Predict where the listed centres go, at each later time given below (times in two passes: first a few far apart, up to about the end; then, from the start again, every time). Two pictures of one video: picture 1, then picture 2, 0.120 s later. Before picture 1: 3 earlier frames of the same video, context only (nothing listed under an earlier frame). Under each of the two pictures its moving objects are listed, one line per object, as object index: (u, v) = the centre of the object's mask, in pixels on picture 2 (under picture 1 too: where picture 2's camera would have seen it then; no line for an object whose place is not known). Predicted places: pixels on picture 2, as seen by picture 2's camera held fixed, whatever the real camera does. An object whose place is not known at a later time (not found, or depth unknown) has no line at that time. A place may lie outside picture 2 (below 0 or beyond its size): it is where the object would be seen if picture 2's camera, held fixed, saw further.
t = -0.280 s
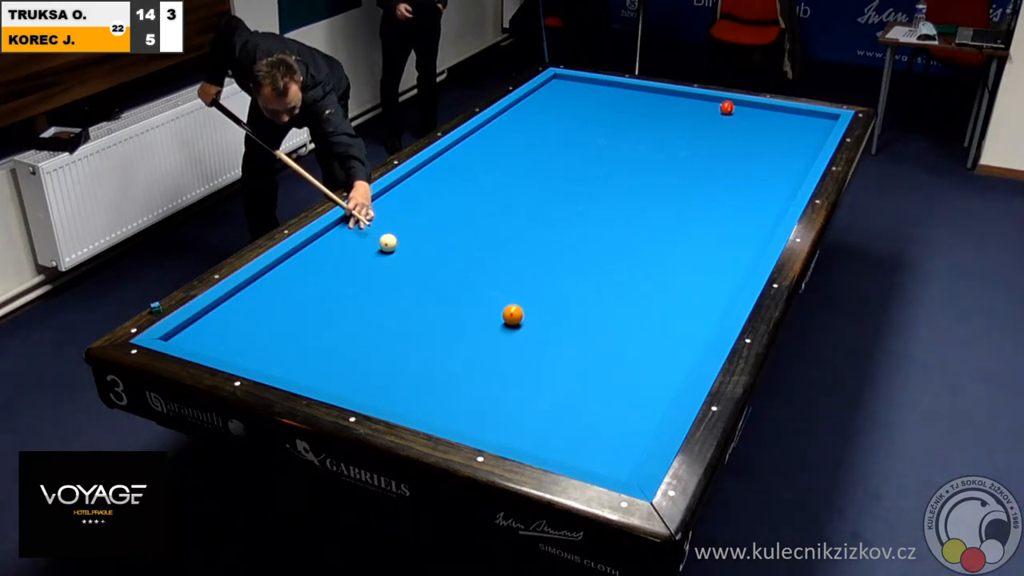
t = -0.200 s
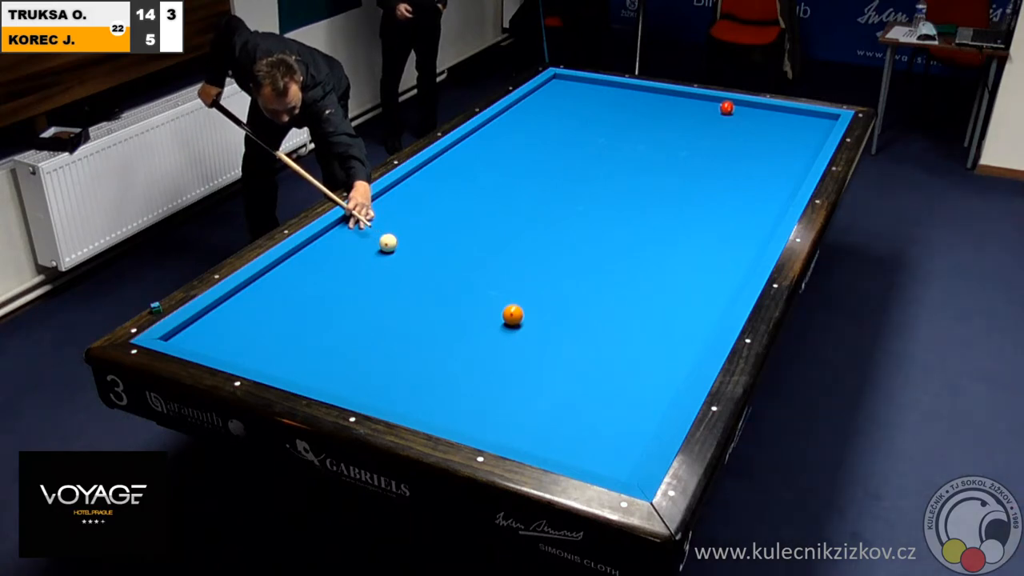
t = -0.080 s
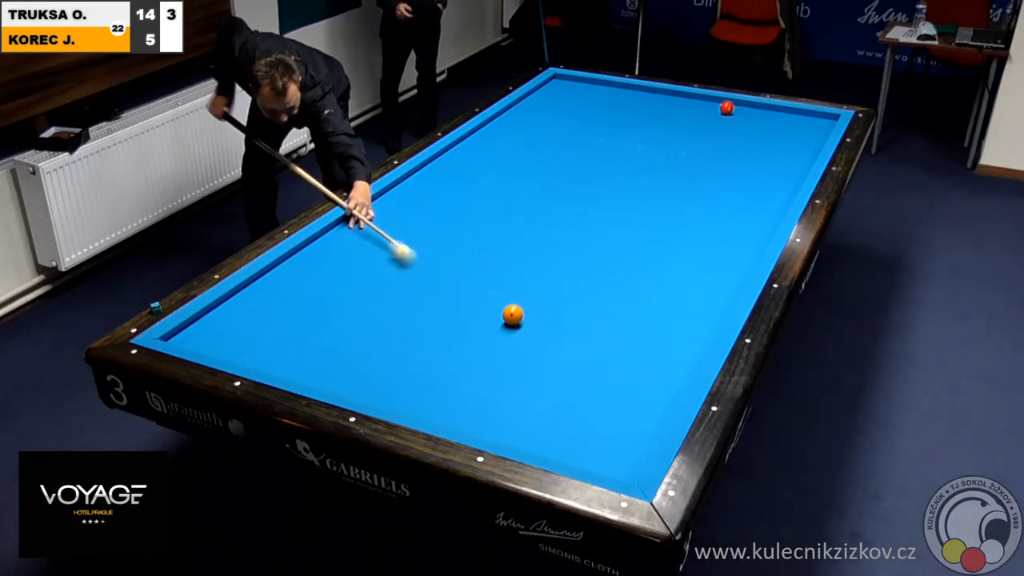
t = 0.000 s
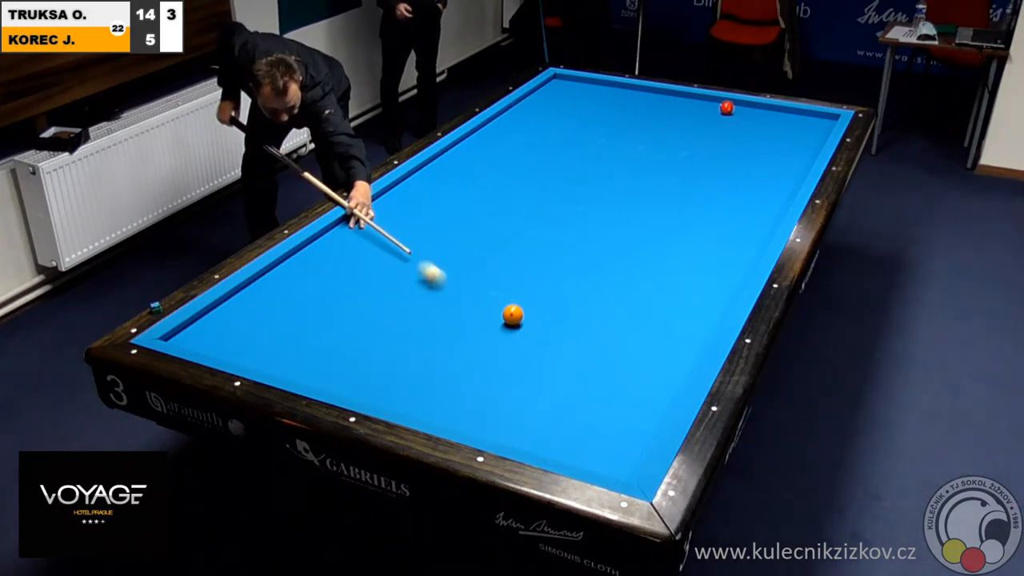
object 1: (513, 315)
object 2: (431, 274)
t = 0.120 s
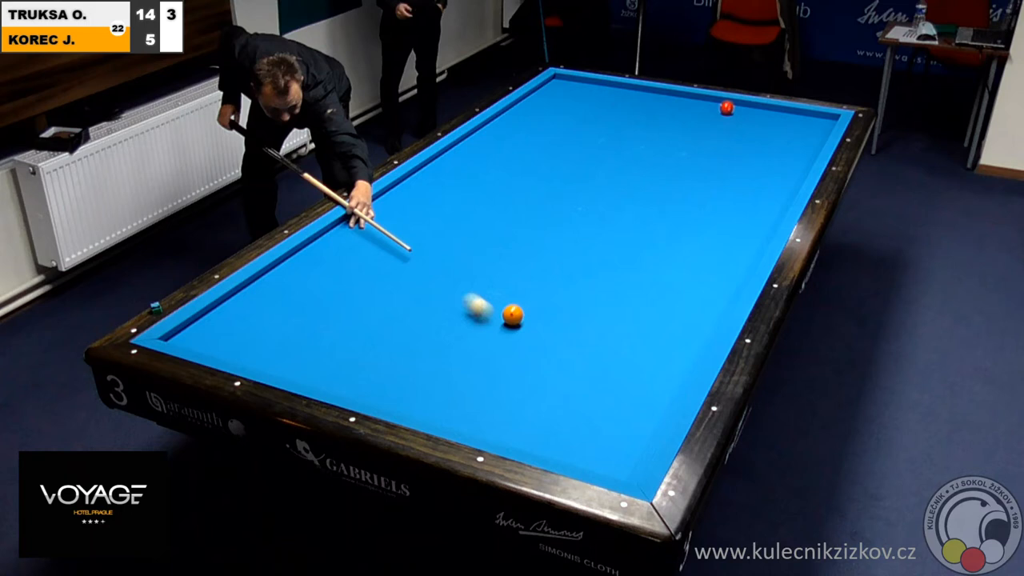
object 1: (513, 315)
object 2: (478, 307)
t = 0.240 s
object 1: (531, 313)
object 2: (504, 340)
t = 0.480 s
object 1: (573, 310)
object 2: (558, 420)
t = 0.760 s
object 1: (620, 307)
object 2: (616, 428)
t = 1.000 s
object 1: (659, 305)
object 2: (576, 371)
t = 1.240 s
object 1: (697, 302)
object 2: (544, 324)
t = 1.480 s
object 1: (727, 299)
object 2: (518, 284)
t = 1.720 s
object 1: (713, 289)
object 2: (495, 249)
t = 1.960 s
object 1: (701, 281)
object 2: (475, 220)
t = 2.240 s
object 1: (688, 272)
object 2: (455, 189)
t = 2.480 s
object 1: (678, 265)
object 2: (440, 167)
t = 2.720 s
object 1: (669, 258)
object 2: (458, 156)
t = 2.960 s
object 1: (660, 251)
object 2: (488, 150)
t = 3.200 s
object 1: (652, 246)
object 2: (516, 144)
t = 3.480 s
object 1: (643, 239)
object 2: (547, 137)
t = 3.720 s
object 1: (636, 235)
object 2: (573, 132)
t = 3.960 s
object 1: (630, 230)
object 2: (597, 128)
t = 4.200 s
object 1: (624, 226)
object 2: (620, 123)
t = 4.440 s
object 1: (618, 222)
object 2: (642, 118)
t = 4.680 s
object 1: (613, 218)
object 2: (663, 114)
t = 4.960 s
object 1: (608, 215)
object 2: (686, 109)
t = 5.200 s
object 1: (604, 212)
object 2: (705, 106)
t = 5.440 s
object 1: (601, 209)
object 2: (722, 100)
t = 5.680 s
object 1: (597, 207)
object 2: (735, 102)
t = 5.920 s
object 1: (594, 205)
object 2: (740, 107)
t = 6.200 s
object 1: (592, 203)
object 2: (746, 112)
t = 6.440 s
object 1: (590, 202)
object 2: (752, 116)
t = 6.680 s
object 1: (588, 201)
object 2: (757, 120)
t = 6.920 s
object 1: (587, 200)
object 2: (763, 124)
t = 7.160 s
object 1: (587, 199)
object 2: (768, 127)
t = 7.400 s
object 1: (586, 199)
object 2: (773, 131)
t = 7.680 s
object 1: (586, 198)
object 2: (778, 135)
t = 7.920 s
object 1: (586, 199)
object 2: (782, 138)
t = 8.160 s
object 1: (586, 199)
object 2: (787, 141)
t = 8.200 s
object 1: (586, 199)
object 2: (787, 141)
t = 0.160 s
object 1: (514, 314)
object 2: (491, 318)
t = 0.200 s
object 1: (523, 314)
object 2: (498, 329)
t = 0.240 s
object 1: (531, 313)
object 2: (504, 340)
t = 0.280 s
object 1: (539, 313)
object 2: (512, 352)
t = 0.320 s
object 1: (546, 312)
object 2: (521, 364)
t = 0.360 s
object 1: (553, 312)
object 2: (529, 377)
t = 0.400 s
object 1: (560, 311)
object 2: (538, 391)
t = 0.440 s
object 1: (567, 311)
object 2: (548, 405)
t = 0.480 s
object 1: (573, 310)
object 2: (558, 420)
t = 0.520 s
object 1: (580, 310)
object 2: (568, 434)
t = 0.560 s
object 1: (587, 310)
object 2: (579, 451)
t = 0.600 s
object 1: (594, 309)
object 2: (596, 460)
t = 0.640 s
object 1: (600, 309)
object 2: (620, 462)
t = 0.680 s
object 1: (607, 308)
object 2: (636, 456)
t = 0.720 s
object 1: (614, 308)
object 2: (626, 441)
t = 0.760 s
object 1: (620, 307)
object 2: (616, 428)
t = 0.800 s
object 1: (627, 307)
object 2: (607, 417)
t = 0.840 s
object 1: (633, 307)
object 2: (600, 407)
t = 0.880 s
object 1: (640, 306)
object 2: (593, 397)
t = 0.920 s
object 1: (646, 305)
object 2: (587, 388)
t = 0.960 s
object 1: (653, 305)
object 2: (581, 379)
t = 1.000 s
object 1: (659, 305)
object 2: (576, 371)
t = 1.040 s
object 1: (665, 304)
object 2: (570, 362)
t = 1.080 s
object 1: (672, 304)
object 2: (564, 354)
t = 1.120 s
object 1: (678, 304)
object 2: (559, 346)
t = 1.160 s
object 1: (684, 303)
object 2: (554, 339)
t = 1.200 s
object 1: (690, 303)
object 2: (549, 331)
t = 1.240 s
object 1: (697, 302)
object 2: (544, 324)
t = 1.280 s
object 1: (702, 302)
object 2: (540, 317)
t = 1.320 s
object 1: (709, 301)
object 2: (535, 310)
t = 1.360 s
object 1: (715, 301)
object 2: (531, 303)
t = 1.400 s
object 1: (721, 301)
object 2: (526, 297)
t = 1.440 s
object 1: (727, 300)
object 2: (522, 290)
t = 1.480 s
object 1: (727, 299)
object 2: (518, 284)
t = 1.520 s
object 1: (724, 297)
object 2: (514, 278)
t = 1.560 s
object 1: (722, 296)
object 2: (510, 272)
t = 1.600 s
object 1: (720, 294)
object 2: (506, 266)
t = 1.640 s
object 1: (718, 292)
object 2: (502, 260)
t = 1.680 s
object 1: (715, 291)
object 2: (498, 255)
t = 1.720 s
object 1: (713, 289)
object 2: (495, 249)
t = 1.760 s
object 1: (711, 288)
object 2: (491, 244)
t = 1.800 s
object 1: (709, 287)
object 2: (488, 239)
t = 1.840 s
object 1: (707, 285)
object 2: (484, 234)
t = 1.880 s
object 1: (705, 284)
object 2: (481, 229)
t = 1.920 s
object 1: (703, 282)
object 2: (478, 224)
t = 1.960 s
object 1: (701, 281)
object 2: (475, 220)
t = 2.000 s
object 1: (699, 279)
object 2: (472, 215)
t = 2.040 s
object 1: (697, 278)
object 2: (469, 211)
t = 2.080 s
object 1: (696, 277)
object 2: (466, 206)
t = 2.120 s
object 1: (694, 275)
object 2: (463, 202)
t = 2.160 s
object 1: (692, 274)
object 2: (460, 197)
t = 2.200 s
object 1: (690, 273)
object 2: (458, 193)
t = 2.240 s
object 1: (688, 272)
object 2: (455, 189)
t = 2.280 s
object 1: (687, 270)
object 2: (452, 185)
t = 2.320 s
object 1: (685, 269)
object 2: (450, 181)
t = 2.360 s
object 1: (683, 268)
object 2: (447, 178)
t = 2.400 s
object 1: (682, 267)
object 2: (445, 174)
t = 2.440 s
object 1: (680, 266)
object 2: (442, 170)
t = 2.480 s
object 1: (678, 265)
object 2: (440, 167)
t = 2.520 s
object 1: (677, 263)
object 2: (438, 163)
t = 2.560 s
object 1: (675, 262)
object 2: (436, 160)
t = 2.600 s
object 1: (673, 261)
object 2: (441, 158)
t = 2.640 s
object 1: (672, 260)
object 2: (447, 158)
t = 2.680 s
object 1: (670, 259)
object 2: (453, 157)
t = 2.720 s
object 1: (669, 258)
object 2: (458, 156)
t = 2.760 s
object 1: (667, 257)
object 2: (463, 155)
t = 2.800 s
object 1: (666, 256)
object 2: (468, 154)
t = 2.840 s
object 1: (664, 254)
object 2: (473, 152)
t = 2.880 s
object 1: (663, 253)
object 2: (478, 151)
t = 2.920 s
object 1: (661, 252)
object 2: (483, 151)
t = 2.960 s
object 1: (660, 251)
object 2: (488, 150)
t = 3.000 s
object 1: (659, 250)
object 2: (493, 149)
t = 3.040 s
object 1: (657, 249)
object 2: (497, 148)
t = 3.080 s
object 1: (656, 248)
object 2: (502, 147)
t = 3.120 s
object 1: (654, 247)
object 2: (507, 146)
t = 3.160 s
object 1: (653, 247)
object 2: (512, 145)
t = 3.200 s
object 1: (652, 246)
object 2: (516, 144)
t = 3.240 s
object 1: (650, 245)
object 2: (521, 143)
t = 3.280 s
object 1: (649, 244)
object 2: (525, 142)
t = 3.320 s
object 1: (648, 243)
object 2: (530, 141)
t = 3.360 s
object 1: (646, 242)
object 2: (534, 140)
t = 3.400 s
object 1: (645, 241)
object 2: (539, 139)
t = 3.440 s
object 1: (644, 240)
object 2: (543, 138)
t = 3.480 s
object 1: (643, 239)
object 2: (547, 137)
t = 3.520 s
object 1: (641, 239)
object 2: (552, 137)
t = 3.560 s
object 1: (640, 238)
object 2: (556, 136)
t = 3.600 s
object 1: (639, 237)
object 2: (560, 135)
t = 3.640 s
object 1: (638, 236)
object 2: (564, 134)
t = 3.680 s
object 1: (637, 235)
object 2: (568, 133)
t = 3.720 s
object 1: (636, 235)
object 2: (573, 132)
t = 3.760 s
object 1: (635, 234)
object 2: (577, 132)
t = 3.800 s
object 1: (634, 233)
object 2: (581, 131)
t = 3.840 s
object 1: (633, 232)
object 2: (585, 130)
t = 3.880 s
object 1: (632, 231)
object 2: (589, 129)
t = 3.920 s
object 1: (631, 231)
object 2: (593, 128)
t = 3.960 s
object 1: (630, 230)
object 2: (597, 128)
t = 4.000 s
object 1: (629, 229)
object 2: (601, 127)
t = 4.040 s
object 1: (628, 229)
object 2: (605, 126)
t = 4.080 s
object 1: (627, 228)
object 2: (609, 125)
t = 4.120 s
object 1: (626, 227)
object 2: (613, 124)
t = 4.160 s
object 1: (625, 227)
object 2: (616, 124)
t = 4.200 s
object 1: (624, 226)
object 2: (620, 123)
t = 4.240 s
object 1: (623, 225)
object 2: (624, 122)
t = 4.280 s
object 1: (622, 224)
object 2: (627, 121)
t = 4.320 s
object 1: (621, 224)
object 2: (631, 120)
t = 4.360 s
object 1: (620, 223)
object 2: (635, 120)
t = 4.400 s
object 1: (619, 223)
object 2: (639, 119)
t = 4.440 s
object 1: (618, 222)
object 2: (642, 118)
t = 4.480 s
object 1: (617, 221)
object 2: (646, 117)
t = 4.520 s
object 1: (617, 221)
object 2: (649, 117)
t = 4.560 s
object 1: (616, 220)
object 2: (653, 116)
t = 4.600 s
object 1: (615, 219)
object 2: (656, 115)
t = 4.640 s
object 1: (614, 219)
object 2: (660, 115)
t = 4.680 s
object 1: (613, 218)
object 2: (663, 114)
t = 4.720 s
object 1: (613, 218)
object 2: (667, 113)
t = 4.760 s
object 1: (612, 217)
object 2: (670, 112)
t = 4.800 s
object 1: (611, 217)
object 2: (674, 112)
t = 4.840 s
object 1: (610, 216)
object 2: (677, 111)
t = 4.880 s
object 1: (610, 216)
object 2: (680, 110)
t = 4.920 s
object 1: (609, 215)
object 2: (683, 110)
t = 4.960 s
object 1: (608, 215)
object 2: (686, 109)
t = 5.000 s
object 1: (607, 214)
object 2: (690, 109)
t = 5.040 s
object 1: (607, 214)
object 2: (693, 108)
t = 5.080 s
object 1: (606, 213)
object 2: (696, 107)
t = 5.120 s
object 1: (606, 213)
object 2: (699, 107)
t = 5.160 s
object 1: (605, 212)
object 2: (702, 106)
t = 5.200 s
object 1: (604, 212)
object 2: (705, 106)
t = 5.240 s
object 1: (604, 212)
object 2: (709, 105)
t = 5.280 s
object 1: (603, 211)
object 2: (711, 104)
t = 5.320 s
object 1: (602, 211)
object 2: (714, 104)
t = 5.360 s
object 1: (602, 210)
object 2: (716, 103)
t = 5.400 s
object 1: (601, 210)
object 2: (719, 102)
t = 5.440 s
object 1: (601, 209)
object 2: (722, 100)
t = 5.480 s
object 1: (600, 209)
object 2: (726, 99)
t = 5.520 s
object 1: (599, 209)
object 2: (730, 99)
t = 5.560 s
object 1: (599, 208)
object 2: (732, 100)
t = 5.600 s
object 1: (598, 208)
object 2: (733, 100)
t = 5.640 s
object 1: (598, 208)
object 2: (734, 101)
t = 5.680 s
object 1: (597, 207)
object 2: (735, 102)
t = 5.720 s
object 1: (597, 207)
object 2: (736, 103)
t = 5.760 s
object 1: (596, 207)
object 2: (737, 104)
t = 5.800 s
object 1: (596, 206)
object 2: (737, 105)
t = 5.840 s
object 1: (596, 206)
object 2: (738, 106)
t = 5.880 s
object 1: (595, 206)
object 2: (739, 107)
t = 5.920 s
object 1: (594, 205)
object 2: (740, 107)
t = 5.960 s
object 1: (594, 205)
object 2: (741, 108)
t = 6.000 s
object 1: (594, 205)
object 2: (742, 109)
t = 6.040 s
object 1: (593, 204)
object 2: (742, 110)
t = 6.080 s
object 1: (593, 204)
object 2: (744, 110)
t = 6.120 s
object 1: (592, 204)
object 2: (744, 111)
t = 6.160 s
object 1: (592, 204)
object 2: (745, 112)
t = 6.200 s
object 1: (592, 203)
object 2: (746, 112)
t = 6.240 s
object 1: (591, 203)
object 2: (747, 113)
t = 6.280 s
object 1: (591, 203)
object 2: (748, 114)
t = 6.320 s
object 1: (591, 203)
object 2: (749, 114)
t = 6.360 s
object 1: (590, 202)
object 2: (750, 115)
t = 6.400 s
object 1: (590, 202)
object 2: (751, 116)
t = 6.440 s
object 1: (590, 202)
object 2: (752, 116)
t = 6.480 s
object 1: (590, 202)
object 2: (753, 117)
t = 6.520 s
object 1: (589, 202)
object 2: (754, 117)
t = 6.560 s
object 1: (589, 201)
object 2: (755, 118)
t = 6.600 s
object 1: (589, 201)
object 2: (756, 119)
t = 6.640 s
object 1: (589, 201)
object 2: (757, 119)
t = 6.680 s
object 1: (588, 201)
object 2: (757, 120)
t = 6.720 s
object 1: (588, 201)
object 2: (758, 121)
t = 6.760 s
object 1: (588, 200)
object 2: (759, 121)
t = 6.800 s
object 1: (588, 200)
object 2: (760, 122)
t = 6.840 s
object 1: (587, 200)
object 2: (761, 123)
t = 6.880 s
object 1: (587, 200)
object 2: (762, 123)
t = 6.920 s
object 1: (587, 200)
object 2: (763, 124)
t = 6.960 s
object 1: (587, 200)
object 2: (763, 124)
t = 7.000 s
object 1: (587, 199)
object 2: (764, 125)
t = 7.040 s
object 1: (587, 199)
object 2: (765, 126)
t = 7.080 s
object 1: (587, 199)
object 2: (766, 126)
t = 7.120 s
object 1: (587, 199)
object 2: (767, 127)
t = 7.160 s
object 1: (587, 199)
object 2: (768, 127)
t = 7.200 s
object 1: (586, 199)
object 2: (769, 128)
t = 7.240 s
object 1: (586, 199)
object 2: (769, 129)
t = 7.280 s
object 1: (586, 199)
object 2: (770, 129)
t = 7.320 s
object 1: (586, 199)
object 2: (771, 130)
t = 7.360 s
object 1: (586, 199)
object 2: (772, 130)
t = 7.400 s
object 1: (586, 199)
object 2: (773, 131)
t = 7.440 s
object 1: (586, 198)
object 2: (773, 131)
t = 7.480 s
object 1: (586, 198)
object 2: (774, 132)
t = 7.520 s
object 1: (586, 198)
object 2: (775, 132)
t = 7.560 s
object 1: (586, 198)
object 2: (776, 133)
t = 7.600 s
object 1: (586, 199)
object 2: (776, 133)
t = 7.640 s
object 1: (586, 198)
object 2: (777, 134)
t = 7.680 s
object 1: (586, 198)
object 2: (778, 135)
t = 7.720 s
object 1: (586, 198)
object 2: (779, 135)
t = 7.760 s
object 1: (586, 199)
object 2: (779, 136)
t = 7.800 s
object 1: (586, 199)
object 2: (780, 136)
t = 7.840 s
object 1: (586, 199)
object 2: (781, 137)
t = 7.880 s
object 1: (586, 199)
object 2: (782, 137)
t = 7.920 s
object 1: (586, 199)
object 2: (782, 138)
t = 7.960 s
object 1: (586, 199)
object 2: (783, 138)
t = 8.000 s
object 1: (586, 199)
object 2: (784, 139)
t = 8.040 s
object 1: (586, 199)
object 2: (784, 139)
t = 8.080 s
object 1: (586, 199)
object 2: (785, 140)
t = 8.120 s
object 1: (586, 199)
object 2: (786, 140)
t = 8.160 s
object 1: (586, 199)
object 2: (787, 141)
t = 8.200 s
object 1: (586, 199)
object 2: (787, 141)
